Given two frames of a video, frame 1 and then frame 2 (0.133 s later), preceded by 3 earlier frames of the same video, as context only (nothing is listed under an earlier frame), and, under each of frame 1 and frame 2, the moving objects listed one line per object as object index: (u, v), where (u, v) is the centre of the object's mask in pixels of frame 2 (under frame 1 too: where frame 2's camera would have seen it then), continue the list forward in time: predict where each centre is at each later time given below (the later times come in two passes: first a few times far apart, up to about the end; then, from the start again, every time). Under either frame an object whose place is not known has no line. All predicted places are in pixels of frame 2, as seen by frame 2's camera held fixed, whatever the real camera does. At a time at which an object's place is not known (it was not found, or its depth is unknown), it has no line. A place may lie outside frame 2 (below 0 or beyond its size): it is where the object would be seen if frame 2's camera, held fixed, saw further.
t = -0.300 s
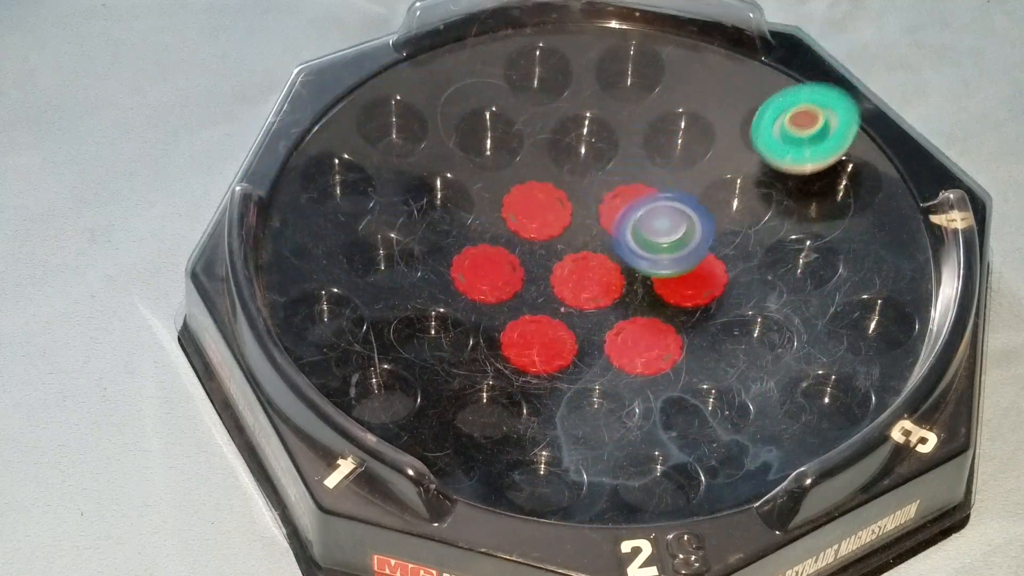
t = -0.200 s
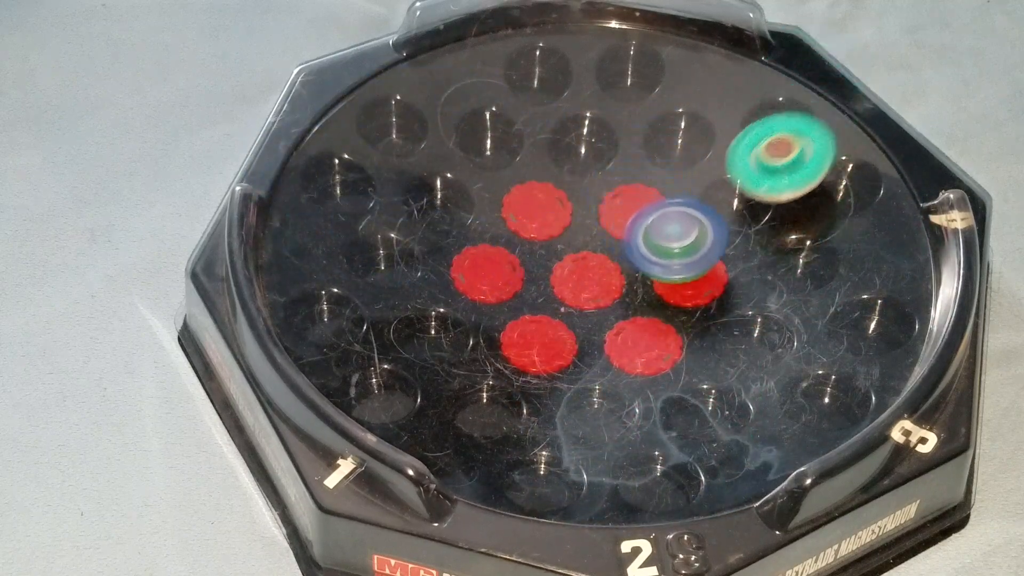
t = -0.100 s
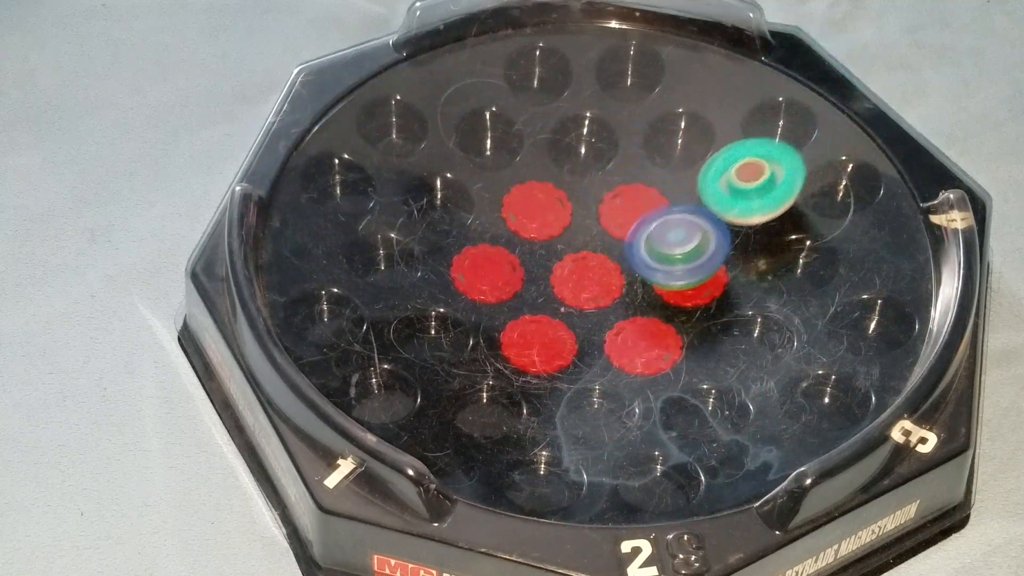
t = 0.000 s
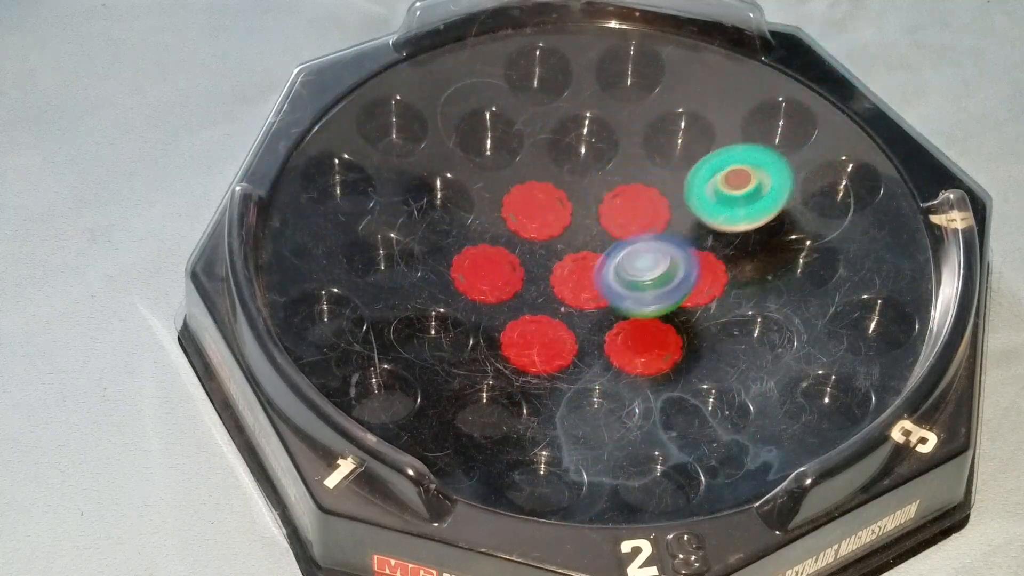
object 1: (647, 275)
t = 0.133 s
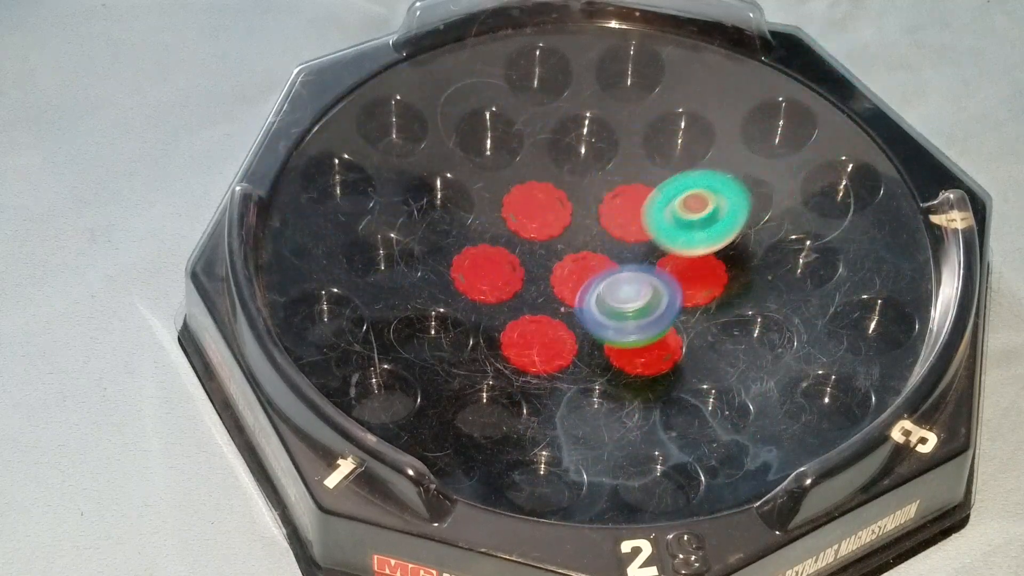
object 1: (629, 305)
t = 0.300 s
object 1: (625, 328)
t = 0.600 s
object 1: (614, 334)
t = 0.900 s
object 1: (564, 280)
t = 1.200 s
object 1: (507, 220)
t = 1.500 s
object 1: (514, 168)
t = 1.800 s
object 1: (563, 146)
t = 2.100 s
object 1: (603, 172)
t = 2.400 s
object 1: (612, 190)
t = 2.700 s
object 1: (551, 239)
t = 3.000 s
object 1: (568, 272)
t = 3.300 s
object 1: (529, 207)
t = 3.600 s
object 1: (517, 159)
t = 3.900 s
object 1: (549, 132)
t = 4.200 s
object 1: (592, 126)
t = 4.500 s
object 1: (643, 173)
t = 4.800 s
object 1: (658, 205)
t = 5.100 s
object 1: (621, 245)
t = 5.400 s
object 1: (562, 248)
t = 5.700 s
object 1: (517, 224)
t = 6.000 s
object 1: (530, 201)
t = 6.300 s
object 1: (587, 193)
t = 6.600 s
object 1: (651, 208)
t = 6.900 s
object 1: (631, 215)
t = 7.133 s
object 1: (623, 243)
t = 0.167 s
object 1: (627, 312)
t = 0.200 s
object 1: (625, 317)
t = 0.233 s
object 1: (624, 322)
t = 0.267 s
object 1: (624, 325)
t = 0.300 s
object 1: (625, 328)
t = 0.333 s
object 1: (622, 333)
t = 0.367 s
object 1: (618, 339)
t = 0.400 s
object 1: (618, 341)
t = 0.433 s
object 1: (618, 342)
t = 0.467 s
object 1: (619, 341)
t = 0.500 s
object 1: (620, 339)
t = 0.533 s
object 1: (620, 338)
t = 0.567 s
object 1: (618, 337)
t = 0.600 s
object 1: (614, 334)
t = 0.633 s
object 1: (611, 329)
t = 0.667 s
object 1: (608, 323)
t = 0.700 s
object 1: (603, 319)
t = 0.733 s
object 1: (597, 316)
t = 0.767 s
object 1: (590, 311)
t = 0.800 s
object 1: (584, 304)
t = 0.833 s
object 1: (577, 296)
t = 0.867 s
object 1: (570, 288)
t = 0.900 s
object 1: (564, 280)
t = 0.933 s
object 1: (556, 272)
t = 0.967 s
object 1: (549, 264)
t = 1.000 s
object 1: (542, 256)
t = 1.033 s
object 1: (534, 251)
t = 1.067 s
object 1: (526, 246)
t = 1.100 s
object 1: (519, 240)
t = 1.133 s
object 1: (515, 234)
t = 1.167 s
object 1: (510, 227)
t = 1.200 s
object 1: (507, 220)
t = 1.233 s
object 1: (502, 216)
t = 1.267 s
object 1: (500, 212)
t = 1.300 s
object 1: (499, 205)
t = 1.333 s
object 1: (499, 199)
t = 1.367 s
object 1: (501, 193)
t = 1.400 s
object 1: (504, 186)
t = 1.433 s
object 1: (506, 180)
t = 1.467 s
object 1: (509, 174)
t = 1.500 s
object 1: (514, 168)
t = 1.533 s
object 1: (518, 164)
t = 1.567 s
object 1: (523, 159)
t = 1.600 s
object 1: (527, 156)
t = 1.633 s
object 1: (531, 153)
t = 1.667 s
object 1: (537, 151)
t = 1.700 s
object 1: (542, 148)
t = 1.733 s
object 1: (549, 147)
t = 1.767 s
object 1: (556, 146)
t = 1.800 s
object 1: (563, 146)
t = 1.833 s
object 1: (570, 146)
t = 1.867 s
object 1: (573, 147)
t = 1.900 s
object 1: (573, 148)
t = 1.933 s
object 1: (574, 150)
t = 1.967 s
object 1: (579, 153)
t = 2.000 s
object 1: (584, 157)
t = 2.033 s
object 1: (590, 162)
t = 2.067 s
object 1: (596, 167)
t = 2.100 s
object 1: (603, 172)
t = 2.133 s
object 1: (611, 178)
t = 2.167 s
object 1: (619, 184)
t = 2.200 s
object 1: (629, 190)
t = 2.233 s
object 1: (638, 195)
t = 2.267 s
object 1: (648, 199)
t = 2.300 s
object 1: (658, 203)
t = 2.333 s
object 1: (659, 204)
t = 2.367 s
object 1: (631, 197)
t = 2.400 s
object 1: (612, 190)
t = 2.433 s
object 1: (597, 188)
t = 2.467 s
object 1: (584, 191)
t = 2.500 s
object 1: (575, 197)
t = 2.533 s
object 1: (569, 203)
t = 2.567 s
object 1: (563, 210)
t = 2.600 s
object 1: (558, 217)
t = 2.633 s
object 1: (554, 225)
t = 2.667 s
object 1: (552, 232)
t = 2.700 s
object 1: (551, 239)
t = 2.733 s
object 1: (550, 246)
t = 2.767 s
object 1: (550, 253)
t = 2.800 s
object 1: (551, 259)
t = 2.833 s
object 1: (553, 265)
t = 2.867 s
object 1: (556, 270)
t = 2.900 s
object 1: (561, 274)
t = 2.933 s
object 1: (565, 278)
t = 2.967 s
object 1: (571, 281)
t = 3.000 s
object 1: (568, 272)
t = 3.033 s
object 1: (559, 260)
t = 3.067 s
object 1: (556, 248)
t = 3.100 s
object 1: (552, 239)
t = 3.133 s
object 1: (548, 231)
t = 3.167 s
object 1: (545, 225)
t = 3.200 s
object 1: (542, 221)
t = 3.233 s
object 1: (537, 217)
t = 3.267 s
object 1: (533, 212)
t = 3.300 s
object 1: (529, 207)
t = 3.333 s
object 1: (526, 204)
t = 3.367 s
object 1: (525, 200)
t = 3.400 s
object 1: (520, 191)
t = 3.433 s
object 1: (518, 183)
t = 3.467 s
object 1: (517, 177)
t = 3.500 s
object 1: (516, 172)
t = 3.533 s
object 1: (515, 167)
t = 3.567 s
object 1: (516, 163)
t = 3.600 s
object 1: (517, 159)
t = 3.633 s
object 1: (518, 154)
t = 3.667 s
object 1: (520, 151)
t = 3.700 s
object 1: (524, 148)
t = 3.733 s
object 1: (528, 144)
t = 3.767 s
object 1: (532, 141)
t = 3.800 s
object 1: (535, 138)
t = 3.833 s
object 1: (540, 135)
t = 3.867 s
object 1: (544, 134)
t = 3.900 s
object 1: (549, 132)
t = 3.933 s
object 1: (554, 130)
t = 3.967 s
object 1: (559, 130)
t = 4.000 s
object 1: (565, 130)
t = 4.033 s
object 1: (571, 131)
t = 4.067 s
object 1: (579, 133)
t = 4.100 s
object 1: (586, 135)
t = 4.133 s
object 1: (589, 131)
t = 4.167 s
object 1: (589, 127)
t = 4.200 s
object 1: (592, 126)
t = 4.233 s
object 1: (596, 128)
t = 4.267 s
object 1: (601, 131)
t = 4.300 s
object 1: (606, 136)
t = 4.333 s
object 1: (611, 141)
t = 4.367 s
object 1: (617, 147)
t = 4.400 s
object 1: (623, 153)
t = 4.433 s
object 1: (630, 159)
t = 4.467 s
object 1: (637, 166)
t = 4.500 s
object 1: (643, 173)
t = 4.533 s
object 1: (649, 179)
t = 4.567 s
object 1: (655, 186)
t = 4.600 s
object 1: (662, 193)
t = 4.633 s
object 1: (667, 200)
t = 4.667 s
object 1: (672, 207)
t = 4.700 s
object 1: (676, 213)
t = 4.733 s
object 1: (676, 215)
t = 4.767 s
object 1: (666, 208)
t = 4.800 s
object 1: (658, 205)
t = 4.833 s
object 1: (654, 206)
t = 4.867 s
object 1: (650, 210)
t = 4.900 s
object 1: (646, 215)
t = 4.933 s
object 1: (641, 220)
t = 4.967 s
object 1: (638, 224)
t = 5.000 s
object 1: (633, 230)
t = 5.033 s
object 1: (629, 235)
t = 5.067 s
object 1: (625, 240)
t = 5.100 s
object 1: (621, 245)
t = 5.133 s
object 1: (617, 251)
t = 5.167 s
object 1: (613, 255)
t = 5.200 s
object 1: (609, 259)
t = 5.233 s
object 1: (605, 263)
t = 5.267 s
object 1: (597, 261)
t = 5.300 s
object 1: (586, 252)
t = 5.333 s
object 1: (577, 249)
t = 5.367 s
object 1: (569, 248)
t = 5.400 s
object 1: (562, 248)
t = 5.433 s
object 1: (557, 249)
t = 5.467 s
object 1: (550, 247)
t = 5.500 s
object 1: (543, 241)
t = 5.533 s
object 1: (536, 237)
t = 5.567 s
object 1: (530, 234)
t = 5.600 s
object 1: (525, 231)
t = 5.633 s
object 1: (522, 229)
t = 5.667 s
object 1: (519, 226)
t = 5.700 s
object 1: (517, 224)
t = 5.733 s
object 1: (515, 221)
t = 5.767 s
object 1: (514, 218)
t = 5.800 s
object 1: (514, 215)
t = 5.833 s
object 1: (514, 213)
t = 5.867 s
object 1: (516, 211)
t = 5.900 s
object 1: (519, 208)
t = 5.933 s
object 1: (522, 206)
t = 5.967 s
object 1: (527, 204)
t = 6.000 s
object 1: (530, 201)
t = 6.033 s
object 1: (532, 198)
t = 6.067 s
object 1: (536, 196)
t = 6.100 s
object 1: (544, 195)
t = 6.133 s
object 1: (551, 194)
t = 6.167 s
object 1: (559, 193)
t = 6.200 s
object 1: (567, 193)
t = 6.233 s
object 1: (574, 193)
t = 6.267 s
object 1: (581, 194)
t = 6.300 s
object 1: (587, 193)
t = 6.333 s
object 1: (592, 193)
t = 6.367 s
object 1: (598, 194)
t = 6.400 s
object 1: (605, 196)
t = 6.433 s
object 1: (613, 198)
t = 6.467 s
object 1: (621, 200)
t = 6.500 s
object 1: (628, 202)
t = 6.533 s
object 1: (636, 204)
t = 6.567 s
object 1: (644, 206)
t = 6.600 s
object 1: (651, 208)
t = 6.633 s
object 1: (655, 210)
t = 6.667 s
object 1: (645, 205)
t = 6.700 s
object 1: (637, 202)
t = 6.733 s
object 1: (633, 200)
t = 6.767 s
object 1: (632, 202)
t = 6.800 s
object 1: (632, 204)
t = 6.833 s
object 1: (632, 208)
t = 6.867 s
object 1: (631, 211)
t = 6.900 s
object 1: (631, 215)
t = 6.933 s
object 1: (630, 219)
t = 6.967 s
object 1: (629, 223)
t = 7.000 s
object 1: (628, 227)
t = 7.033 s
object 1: (627, 230)
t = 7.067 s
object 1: (626, 235)
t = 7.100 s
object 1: (624, 239)
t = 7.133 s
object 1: (623, 243)
